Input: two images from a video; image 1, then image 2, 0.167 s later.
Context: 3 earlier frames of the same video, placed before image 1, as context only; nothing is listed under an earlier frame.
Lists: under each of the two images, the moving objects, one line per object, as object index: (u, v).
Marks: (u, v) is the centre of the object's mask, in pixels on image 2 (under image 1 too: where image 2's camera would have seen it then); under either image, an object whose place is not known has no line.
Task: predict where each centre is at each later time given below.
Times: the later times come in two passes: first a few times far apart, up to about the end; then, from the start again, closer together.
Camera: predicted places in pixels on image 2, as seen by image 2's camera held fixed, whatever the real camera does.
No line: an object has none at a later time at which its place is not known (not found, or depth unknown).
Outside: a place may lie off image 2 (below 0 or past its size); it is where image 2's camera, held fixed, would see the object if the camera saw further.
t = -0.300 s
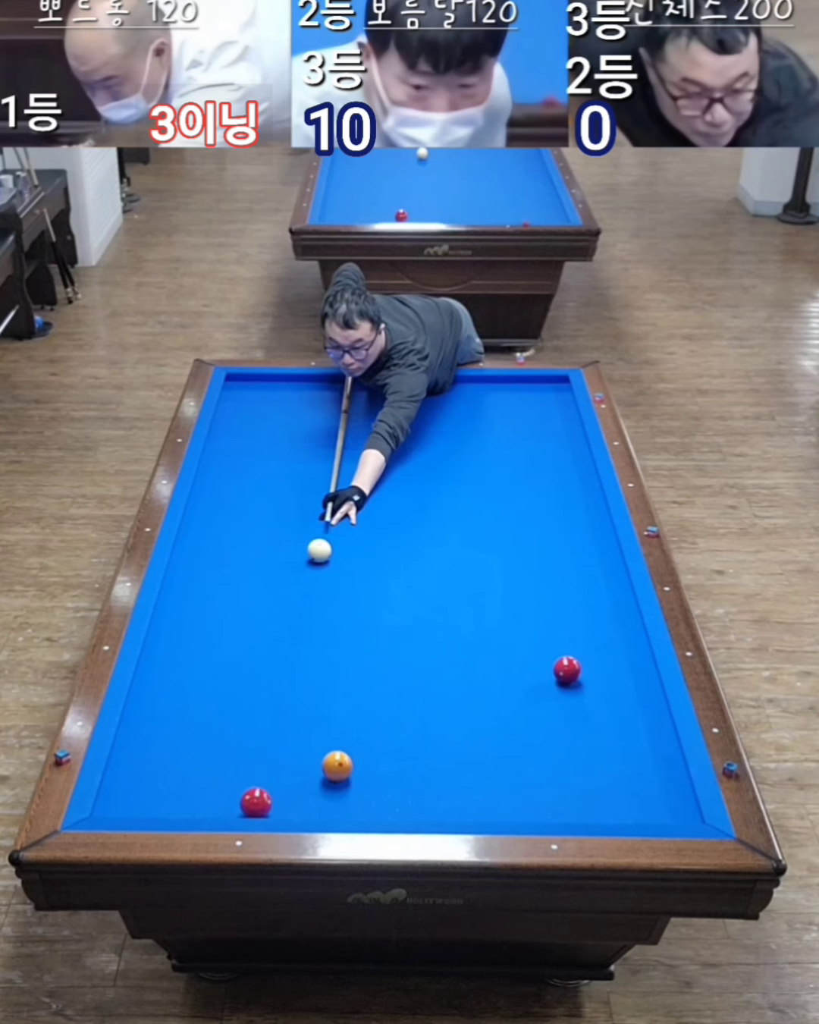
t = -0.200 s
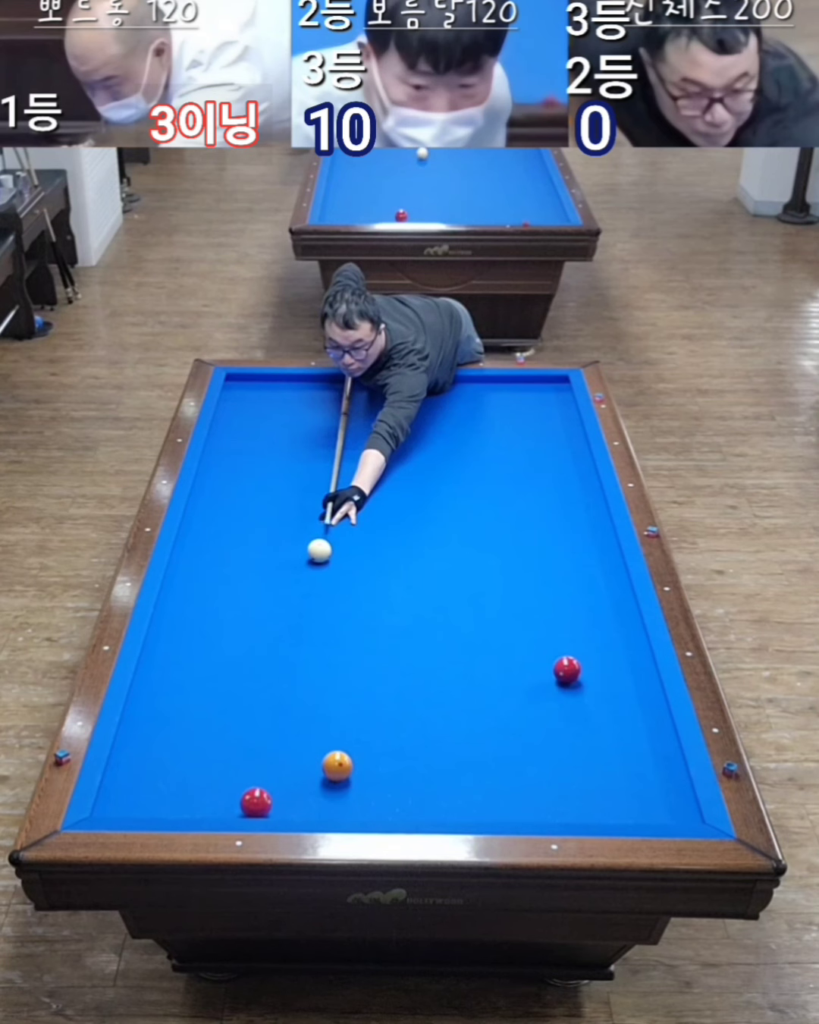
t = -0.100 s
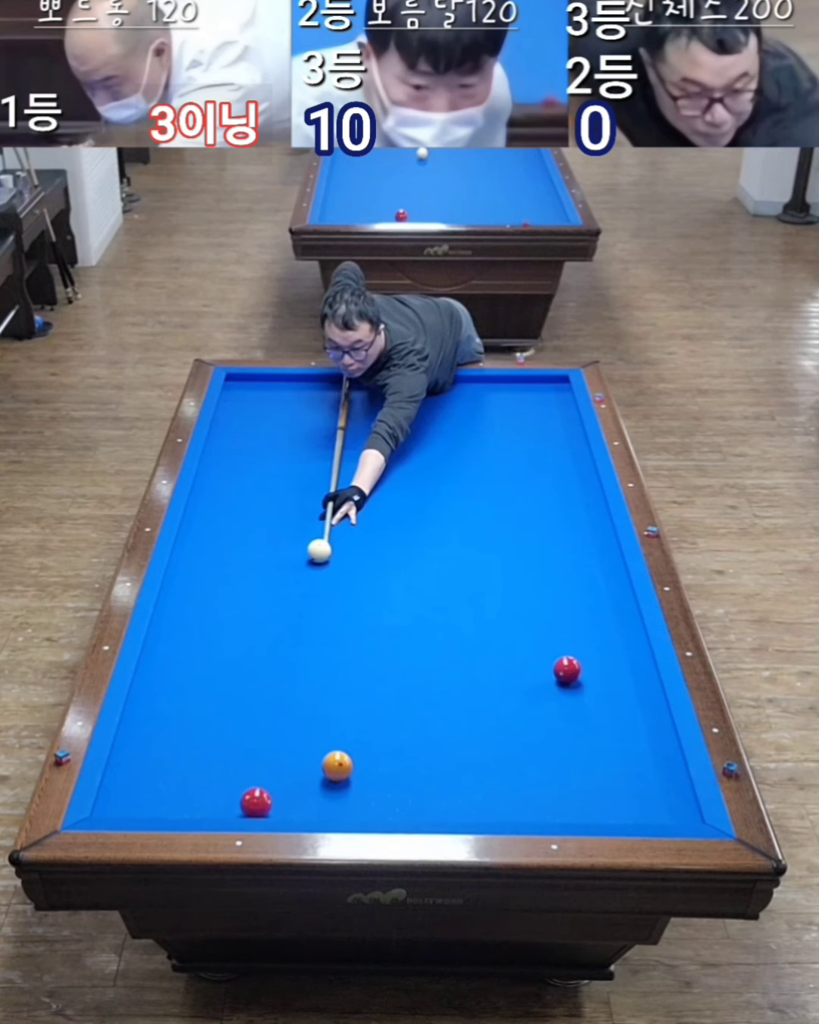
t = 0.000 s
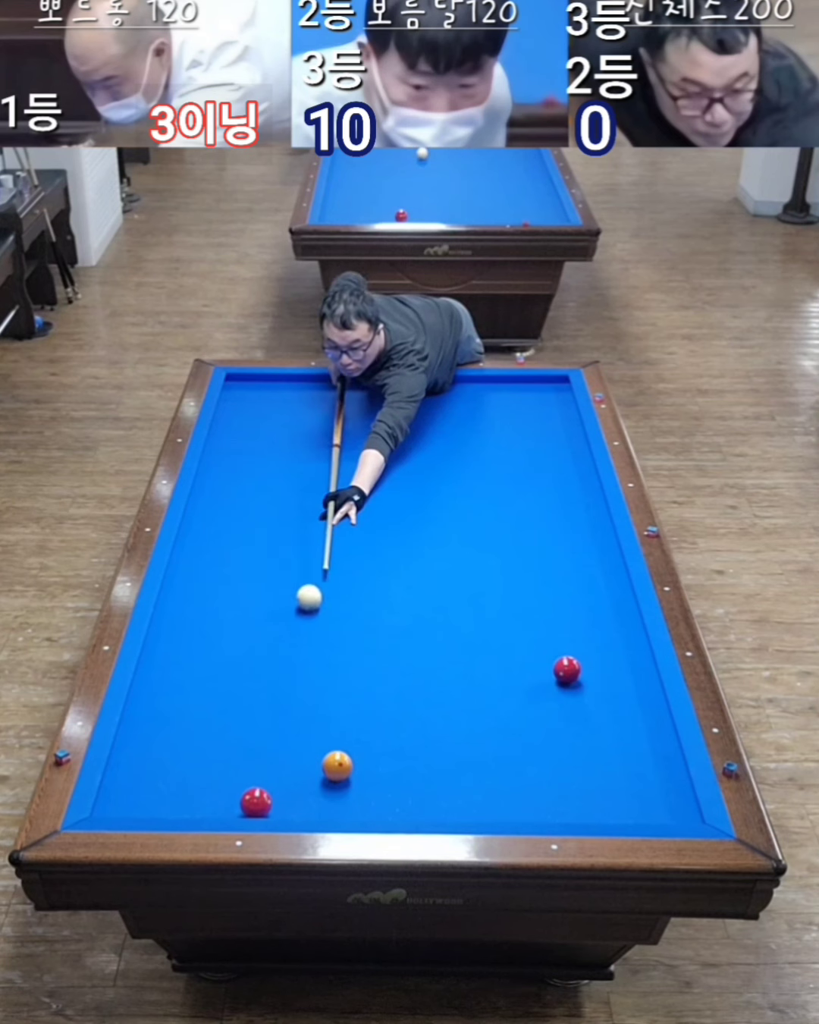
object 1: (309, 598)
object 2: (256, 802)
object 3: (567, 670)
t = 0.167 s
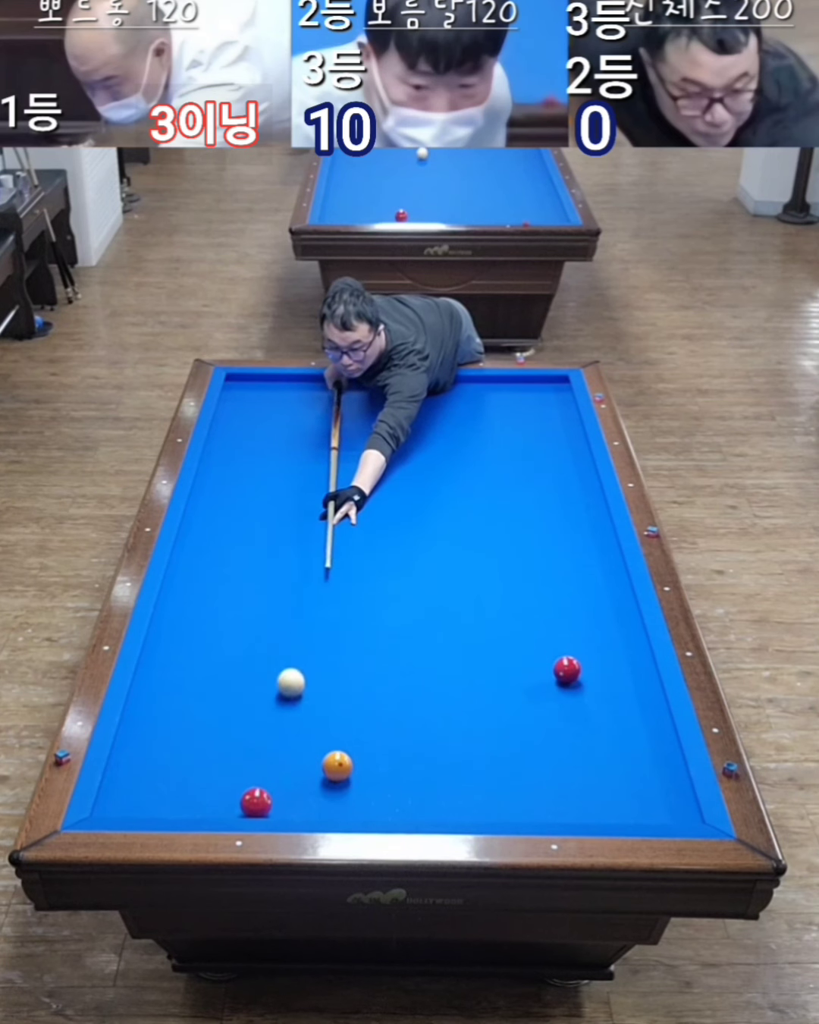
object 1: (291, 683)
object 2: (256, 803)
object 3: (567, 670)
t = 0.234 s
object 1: (284, 719)
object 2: (256, 802)
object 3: (567, 670)
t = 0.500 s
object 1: (310, 803)
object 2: (230, 775)
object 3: (567, 670)
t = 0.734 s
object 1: (379, 794)
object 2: (205, 723)
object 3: (567, 670)
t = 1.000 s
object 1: (456, 774)
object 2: (180, 672)
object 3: (567, 670)
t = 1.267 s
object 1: (528, 756)
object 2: (165, 626)
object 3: (567, 670)
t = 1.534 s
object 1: (597, 740)
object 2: (192, 591)
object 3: (567, 670)
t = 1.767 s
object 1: (654, 725)
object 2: (213, 563)
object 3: (567, 670)
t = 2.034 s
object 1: (622, 701)
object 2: (235, 534)
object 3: (567, 670)
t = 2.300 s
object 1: (590, 680)
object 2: (256, 508)
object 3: (563, 668)
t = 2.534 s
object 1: (584, 674)
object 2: (272, 486)
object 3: (541, 657)
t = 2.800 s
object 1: (578, 667)
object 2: (289, 464)
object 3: (518, 644)
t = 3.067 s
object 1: (573, 662)
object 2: (305, 444)
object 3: (496, 633)
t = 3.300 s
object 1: (569, 657)
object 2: (318, 427)
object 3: (479, 623)
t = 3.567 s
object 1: (565, 653)
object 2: (331, 409)
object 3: (460, 614)
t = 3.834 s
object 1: (561, 649)
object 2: (344, 393)
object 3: (443, 604)
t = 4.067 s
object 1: (559, 646)
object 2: (353, 380)
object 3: (428, 597)
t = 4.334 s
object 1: (556, 643)
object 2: (367, 387)
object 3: (413, 588)
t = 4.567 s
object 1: (555, 641)
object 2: (379, 394)
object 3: (400, 582)
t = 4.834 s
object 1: (554, 640)
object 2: (393, 402)
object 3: (387, 575)
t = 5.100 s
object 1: (555, 639)
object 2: (406, 410)
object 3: (375, 568)
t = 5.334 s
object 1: (555, 638)
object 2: (418, 417)
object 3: (364, 563)
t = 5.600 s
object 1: (555, 638)
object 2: (431, 424)
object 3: (354, 558)
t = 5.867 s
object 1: (555, 638)
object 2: (444, 432)
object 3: (343, 552)
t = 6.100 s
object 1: (555, 638)
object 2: (455, 439)
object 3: (335, 548)
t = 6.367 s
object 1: (555, 638)
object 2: (467, 446)
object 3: (326, 545)
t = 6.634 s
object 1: (555, 638)
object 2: (479, 453)
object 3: (318, 541)
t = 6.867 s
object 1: (555, 638)
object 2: (490, 459)
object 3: (312, 538)
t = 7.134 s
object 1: (555, 638)
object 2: (501, 466)
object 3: (305, 534)
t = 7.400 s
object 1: (555, 638)
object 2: (512, 473)
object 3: (300, 532)
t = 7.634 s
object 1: (555, 638)
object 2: (521, 478)
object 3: (295, 530)
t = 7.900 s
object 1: (555, 638)
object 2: (531, 484)
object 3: (291, 527)
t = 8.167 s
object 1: (555, 638)
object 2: (541, 490)
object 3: (288, 526)
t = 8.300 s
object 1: (555, 638)
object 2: (546, 493)
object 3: (286, 525)
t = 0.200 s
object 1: (287, 701)
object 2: (256, 802)
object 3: (567, 670)
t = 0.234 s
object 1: (284, 719)
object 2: (256, 802)
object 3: (567, 670)
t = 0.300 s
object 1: (277, 754)
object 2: (256, 803)
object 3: (567, 670)
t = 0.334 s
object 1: (273, 772)
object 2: (256, 803)
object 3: (567, 670)
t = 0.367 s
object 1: (274, 785)
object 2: (253, 805)
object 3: (567, 670)
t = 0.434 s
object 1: (293, 793)
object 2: (239, 794)
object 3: (567, 670)
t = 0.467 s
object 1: (302, 798)
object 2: (235, 784)
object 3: (567, 670)
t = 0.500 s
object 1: (310, 803)
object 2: (230, 775)
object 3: (567, 670)
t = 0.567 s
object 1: (327, 808)
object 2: (223, 759)
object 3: (567, 670)
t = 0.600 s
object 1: (338, 804)
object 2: (219, 752)
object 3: (567, 670)
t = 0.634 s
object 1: (349, 802)
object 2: (215, 745)
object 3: (567, 670)
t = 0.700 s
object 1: (369, 796)
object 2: (209, 730)
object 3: (567, 670)
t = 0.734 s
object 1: (379, 794)
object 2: (205, 723)
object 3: (567, 670)
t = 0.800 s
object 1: (399, 789)
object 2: (199, 709)
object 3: (567, 670)
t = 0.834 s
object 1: (408, 786)
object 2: (195, 703)
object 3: (567, 670)
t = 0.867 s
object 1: (418, 784)
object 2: (192, 697)
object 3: (567, 670)
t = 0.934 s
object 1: (437, 779)
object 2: (186, 684)
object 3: (567, 670)
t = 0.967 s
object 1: (446, 777)
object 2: (183, 678)
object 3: (567, 670)
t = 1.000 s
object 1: (456, 774)
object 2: (180, 672)
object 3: (567, 670)
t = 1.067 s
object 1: (474, 770)
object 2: (174, 660)
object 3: (567, 670)
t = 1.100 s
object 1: (483, 768)
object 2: (172, 653)
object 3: (567, 670)
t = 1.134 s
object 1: (493, 765)
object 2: (169, 648)
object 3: (567, 670)
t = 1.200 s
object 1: (511, 761)
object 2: (164, 637)
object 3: (567, 670)
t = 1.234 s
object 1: (520, 759)
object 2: (161, 631)
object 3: (567, 670)
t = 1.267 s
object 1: (528, 756)
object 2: (165, 626)
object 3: (567, 670)
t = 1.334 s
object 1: (546, 752)
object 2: (172, 617)
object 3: (567, 670)
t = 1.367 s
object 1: (554, 750)
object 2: (175, 613)
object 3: (567, 670)
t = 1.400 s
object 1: (563, 748)
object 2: (179, 608)
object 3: (567, 670)
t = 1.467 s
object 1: (580, 744)
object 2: (185, 600)
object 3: (567, 670)
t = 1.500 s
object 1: (589, 742)
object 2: (189, 595)
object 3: (567, 670)
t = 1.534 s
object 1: (597, 740)
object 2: (192, 591)
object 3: (567, 670)
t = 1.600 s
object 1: (614, 735)
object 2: (198, 583)
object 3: (567, 670)
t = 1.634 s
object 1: (622, 734)
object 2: (201, 579)
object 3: (567, 670)
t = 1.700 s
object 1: (638, 729)
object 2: (207, 571)
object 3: (567, 670)
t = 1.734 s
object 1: (646, 727)
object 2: (210, 567)
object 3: (567, 670)
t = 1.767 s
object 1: (654, 725)
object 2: (213, 563)
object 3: (567, 670)
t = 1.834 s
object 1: (653, 720)
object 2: (219, 556)
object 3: (567, 670)
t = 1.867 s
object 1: (646, 716)
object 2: (222, 552)
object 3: (567, 670)
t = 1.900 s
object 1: (641, 713)
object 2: (225, 548)
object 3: (567, 670)
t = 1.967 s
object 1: (632, 707)
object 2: (230, 541)
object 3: (567, 670)
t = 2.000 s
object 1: (627, 704)
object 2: (233, 537)
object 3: (567, 670)
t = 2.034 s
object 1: (622, 701)
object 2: (235, 534)
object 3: (567, 670)
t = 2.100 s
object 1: (612, 695)
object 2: (241, 527)
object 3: (567, 670)
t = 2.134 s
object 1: (608, 692)
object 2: (243, 524)
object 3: (567, 670)
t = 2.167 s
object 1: (603, 689)
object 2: (246, 520)
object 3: (567, 670)
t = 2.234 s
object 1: (594, 683)
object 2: (251, 514)
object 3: (567, 671)
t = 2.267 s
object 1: (590, 681)
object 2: (253, 511)
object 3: (566, 670)
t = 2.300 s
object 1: (590, 680)
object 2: (256, 508)
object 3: (563, 668)
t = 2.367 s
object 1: (588, 678)
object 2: (261, 501)
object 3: (556, 664)
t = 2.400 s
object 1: (588, 677)
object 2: (263, 498)
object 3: (553, 662)
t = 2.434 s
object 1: (587, 676)
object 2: (265, 495)
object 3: (550, 661)
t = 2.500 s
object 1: (585, 675)
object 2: (270, 489)
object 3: (544, 658)
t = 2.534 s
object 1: (584, 674)
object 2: (272, 486)
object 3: (541, 657)
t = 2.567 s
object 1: (583, 673)
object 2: (275, 483)
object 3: (538, 655)
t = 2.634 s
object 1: (582, 671)
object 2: (279, 478)
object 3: (532, 652)
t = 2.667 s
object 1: (581, 671)
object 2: (281, 475)
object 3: (529, 650)
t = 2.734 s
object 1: (580, 669)
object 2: (285, 470)
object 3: (523, 647)
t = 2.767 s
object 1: (579, 668)
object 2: (287, 467)
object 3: (521, 646)
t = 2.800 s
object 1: (578, 667)
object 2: (289, 464)
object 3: (518, 644)
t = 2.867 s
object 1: (578, 666)
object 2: (293, 459)
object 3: (513, 641)
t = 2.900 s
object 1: (577, 665)
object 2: (296, 456)
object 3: (510, 640)
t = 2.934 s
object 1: (576, 664)
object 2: (297, 454)
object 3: (507, 639)
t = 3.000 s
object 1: (575, 663)
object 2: (301, 448)
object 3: (502, 636)
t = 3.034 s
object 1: (574, 662)
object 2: (303, 446)
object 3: (499, 634)
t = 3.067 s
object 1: (573, 662)
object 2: (305, 444)
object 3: (496, 633)
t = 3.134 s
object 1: (572, 660)
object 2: (309, 439)
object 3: (491, 630)
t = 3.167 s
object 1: (572, 659)
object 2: (311, 436)
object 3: (489, 629)
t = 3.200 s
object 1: (571, 659)
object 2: (312, 434)
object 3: (486, 627)
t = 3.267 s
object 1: (570, 658)
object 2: (316, 429)
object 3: (481, 625)
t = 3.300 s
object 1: (569, 657)
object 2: (318, 427)
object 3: (479, 623)
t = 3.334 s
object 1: (568, 657)
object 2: (320, 425)
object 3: (476, 622)
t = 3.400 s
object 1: (567, 655)
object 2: (323, 420)
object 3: (472, 620)
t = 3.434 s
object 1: (567, 655)
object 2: (325, 418)
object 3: (469, 618)
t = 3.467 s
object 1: (566, 654)
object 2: (326, 416)
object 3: (467, 617)
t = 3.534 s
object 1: (565, 653)
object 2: (330, 411)
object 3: (462, 615)
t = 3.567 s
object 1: (565, 653)
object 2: (331, 409)
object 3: (460, 614)
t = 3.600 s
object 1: (565, 652)
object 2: (333, 407)
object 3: (458, 612)
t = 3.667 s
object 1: (563, 651)
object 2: (336, 403)
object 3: (453, 610)
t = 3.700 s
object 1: (563, 651)
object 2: (337, 401)
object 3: (451, 609)
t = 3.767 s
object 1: (562, 649)
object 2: (340, 397)
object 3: (447, 607)
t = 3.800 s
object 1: (562, 649)
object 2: (342, 395)
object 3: (445, 606)
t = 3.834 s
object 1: (561, 649)
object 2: (344, 393)
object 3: (443, 604)
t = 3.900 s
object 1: (560, 648)
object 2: (346, 389)
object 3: (438, 602)
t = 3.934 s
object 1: (560, 647)
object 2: (348, 387)
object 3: (436, 601)
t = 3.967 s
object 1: (560, 647)
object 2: (349, 385)
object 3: (434, 600)
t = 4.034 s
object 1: (559, 647)
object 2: (352, 382)
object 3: (430, 597)
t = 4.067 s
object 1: (559, 646)
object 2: (353, 380)
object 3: (428, 597)
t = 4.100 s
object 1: (558, 646)
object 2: (355, 380)
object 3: (426, 596)
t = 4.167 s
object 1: (558, 645)
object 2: (358, 382)
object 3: (422, 594)
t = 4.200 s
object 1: (557, 644)
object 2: (360, 383)
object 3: (420, 593)
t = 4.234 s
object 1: (557, 644)
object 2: (362, 384)
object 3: (419, 592)
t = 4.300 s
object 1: (557, 643)
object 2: (366, 386)
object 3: (415, 590)
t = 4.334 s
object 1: (556, 643)
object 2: (367, 387)
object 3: (413, 588)
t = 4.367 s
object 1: (556, 643)
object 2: (369, 388)
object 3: (411, 588)
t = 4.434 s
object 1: (556, 642)
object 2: (373, 390)
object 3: (407, 586)
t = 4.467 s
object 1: (555, 642)
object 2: (374, 391)
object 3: (406, 585)
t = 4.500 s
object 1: (555, 642)
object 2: (376, 392)
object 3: (404, 584)
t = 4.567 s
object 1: (555, 641)
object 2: (379, 394)
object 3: (400, 582)
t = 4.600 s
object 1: (555, 641)
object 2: (381, 395)
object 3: (399, 581)
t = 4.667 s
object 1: (555, 641)
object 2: (384, 397)
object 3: (395, 579)
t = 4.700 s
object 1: (555, 640)
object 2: (386, 398)
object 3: (393, 578)
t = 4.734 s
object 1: (555, 640)
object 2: (387, 399)
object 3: (392, 577)
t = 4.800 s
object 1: (554, 640)
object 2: (391, 401)
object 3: (389, 576)
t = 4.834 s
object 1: (554, 640)
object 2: (393, 402)
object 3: (387, 575)
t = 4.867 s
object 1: (554, 639)
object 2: (394, 403)
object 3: (385, 574)
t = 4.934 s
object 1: (554, 639)
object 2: (398, 405)
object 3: (382, 572)
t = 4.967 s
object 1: (555, 639)
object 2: (400, 406)
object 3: (381, 572)
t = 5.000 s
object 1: (555, 639)
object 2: (401, 407)
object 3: (379, 571)
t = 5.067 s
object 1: (555, 639)
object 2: (405, 409)
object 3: (376, 569)
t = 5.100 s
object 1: (555, 639)
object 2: (406, 410)
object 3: (375, 568)
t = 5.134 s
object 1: (555, 639)
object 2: (408, 411)
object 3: (373, 568)
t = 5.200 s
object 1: (555, 638)
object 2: (411, 413)
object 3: (370, 566)
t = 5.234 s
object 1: (555, 638)
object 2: (413, 414)
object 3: (368, 565)
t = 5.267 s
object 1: (555, 638)
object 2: (414, 415)
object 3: (367, 565)
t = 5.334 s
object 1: (555, 638)
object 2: (418, 417)
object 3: (364, 563)
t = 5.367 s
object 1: (555, 638)
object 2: (419, 418)
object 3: (363, 562)
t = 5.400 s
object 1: (555, 638)
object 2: (421, 419)
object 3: (362, 562)
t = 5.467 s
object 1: (555, 638)
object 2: (424, 420)
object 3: (359, 560)
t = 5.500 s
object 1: (555, 638)
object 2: (426, 421)
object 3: (358, 560)
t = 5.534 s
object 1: (555, 638)
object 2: (427, 423)
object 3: (356, 559)
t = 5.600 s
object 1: (555, 638)
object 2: (431, 424)
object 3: (354, 558)
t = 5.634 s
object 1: (555, 638)
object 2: (433, 425)
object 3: (352, 557)
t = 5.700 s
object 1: (555, 638)
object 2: (436, 427)
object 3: (350, 556)
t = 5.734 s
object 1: (555, 638)
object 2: (437, 428)
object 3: (348, 555)
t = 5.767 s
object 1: (555, 638)
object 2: (439, 429)
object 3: (347, 554)
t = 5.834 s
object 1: (555, 638)
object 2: (442, 431)
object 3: (344, 553)
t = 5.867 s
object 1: (555, 638)
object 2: (444, 432)
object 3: (343, 552)
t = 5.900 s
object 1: (555, 638)
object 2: (445, 433)
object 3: (342, 552)
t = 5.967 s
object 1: (555, 638)
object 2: (448, 435)
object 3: (340, 551)
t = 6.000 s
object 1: (555, 638)
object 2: (450, 436)
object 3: (339, 550)
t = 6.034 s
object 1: (555, 638)
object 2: (452, 437)
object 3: (337, 550)
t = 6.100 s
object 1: (555, 638)
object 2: (455, 439)
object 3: (335, 548)
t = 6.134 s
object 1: (555, 638)
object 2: (456, 440)
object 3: (334, 548)
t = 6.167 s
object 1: (555, 638)
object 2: (458, 441)
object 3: (333, 547)
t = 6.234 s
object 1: (555, 638)
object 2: (461, 442)
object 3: (331, 546)
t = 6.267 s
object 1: (555, 638)
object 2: (462, 443)
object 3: (330, 546)
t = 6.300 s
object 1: (555, 638)
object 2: (464, 444)
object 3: (328, 546)
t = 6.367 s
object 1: (555, 638)
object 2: (467, 446)
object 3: (326, 545)
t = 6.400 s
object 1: (555, 638)
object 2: (469, 447)
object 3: (325, 544)
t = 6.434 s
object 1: (555, 638)
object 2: (470, 448)
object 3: (324, 543)
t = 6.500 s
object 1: (555, 638)
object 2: (473, 450)
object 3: (322, 543)
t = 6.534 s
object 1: (555, 638)
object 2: (475, 450)
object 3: (321, 542)
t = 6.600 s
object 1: (555, 638)
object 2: (478, 452)
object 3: (319, 541)
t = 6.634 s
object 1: (555, 638)
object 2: (479, 453)
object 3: (318, 541)
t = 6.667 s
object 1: (555, 638)
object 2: (481, 454)
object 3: (317, 540)
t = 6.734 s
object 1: (555, 638)
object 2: (484, 456)
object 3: (315, 539)
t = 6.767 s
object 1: (555, 638)
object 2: (485, 457)
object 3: (315, 539)
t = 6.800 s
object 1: (555, 638)
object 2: (487, 458)
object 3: (314, 539)
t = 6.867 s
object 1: (555, 638)
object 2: (490, 459)
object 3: (312, 538)
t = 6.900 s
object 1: (555, 638)
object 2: (491, 460)
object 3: (311, 537)
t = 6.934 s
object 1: (555, 638)
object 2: (492, 461)
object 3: (310, 537)
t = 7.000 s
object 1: (555, 638)
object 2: (495, 463)
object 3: (309, 536)
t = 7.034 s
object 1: (555, 638)
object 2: (497, 464)
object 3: (308, 536)
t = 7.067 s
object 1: (555, 638)
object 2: (498, 464)
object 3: (307, 535)
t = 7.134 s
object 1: (555, 638)
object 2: (501, 466)
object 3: (305, 534)
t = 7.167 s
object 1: (555, 638)
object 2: (502, 467)
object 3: (305, 534)
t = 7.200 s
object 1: (555, 638)
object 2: (504, 468)
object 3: (304, 534)
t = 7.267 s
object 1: (555, 638)
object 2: (507, 469)
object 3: (303, 533)
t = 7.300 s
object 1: (555, 638)
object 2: (508, 470)
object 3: (302, 533)
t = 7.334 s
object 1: (555, 638)
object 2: (509, 471)
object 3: (301, 532)
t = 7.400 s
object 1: (555, 638)
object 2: (512, 473)
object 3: (300, 532)
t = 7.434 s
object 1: (555, 638)
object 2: (513, 474)
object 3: (299, 532)
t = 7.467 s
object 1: (555, 638)
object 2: (515, 474)
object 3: (299, 531)
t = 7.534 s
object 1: (555, 638)
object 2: (517, 476)
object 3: (297, 531)
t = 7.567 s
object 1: (555, 638)
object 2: (519, 477)
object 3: (297, 530)
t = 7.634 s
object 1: (555, 638)
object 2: (521, 478)
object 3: (295, 530)
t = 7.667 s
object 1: (555, 638)
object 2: (522, 479)
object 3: (295, 529)
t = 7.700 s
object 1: (555, 638)
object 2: (524, 480)
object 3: (294, 529)
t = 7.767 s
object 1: (555, 638)
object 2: (526, 481)
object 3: (293, 528)
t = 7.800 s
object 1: (555, 638)
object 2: (528, 482)
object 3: (293, 528)
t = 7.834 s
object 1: (555, 638)
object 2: (529, 483)
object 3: (292, 528)
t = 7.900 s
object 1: (555, 638)
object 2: (531, 484)
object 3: (291, 527)
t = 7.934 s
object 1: (555, 638)
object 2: (533, 485)
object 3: (291, 527)
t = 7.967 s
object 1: (555, 638)
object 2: (534, 486)
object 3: (290, 527)
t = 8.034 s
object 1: (555, 638)
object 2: (536, 487)
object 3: (289, 526)
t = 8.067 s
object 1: (555, 638)
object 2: (537, 488)
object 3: (289, 526)
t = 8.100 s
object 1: (555, 638)
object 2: (538, 489)
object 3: (289, 526)
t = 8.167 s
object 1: (555, 638)
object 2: (541, 490)
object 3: (288, 526)
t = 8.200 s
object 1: (555, 638)
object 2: (542, 491)
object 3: (287, 526)
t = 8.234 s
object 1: (555, 638)
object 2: (543, 492)
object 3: (287, 526)
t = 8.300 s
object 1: (555, 638)
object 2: (546, 493)
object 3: (286, 525)
